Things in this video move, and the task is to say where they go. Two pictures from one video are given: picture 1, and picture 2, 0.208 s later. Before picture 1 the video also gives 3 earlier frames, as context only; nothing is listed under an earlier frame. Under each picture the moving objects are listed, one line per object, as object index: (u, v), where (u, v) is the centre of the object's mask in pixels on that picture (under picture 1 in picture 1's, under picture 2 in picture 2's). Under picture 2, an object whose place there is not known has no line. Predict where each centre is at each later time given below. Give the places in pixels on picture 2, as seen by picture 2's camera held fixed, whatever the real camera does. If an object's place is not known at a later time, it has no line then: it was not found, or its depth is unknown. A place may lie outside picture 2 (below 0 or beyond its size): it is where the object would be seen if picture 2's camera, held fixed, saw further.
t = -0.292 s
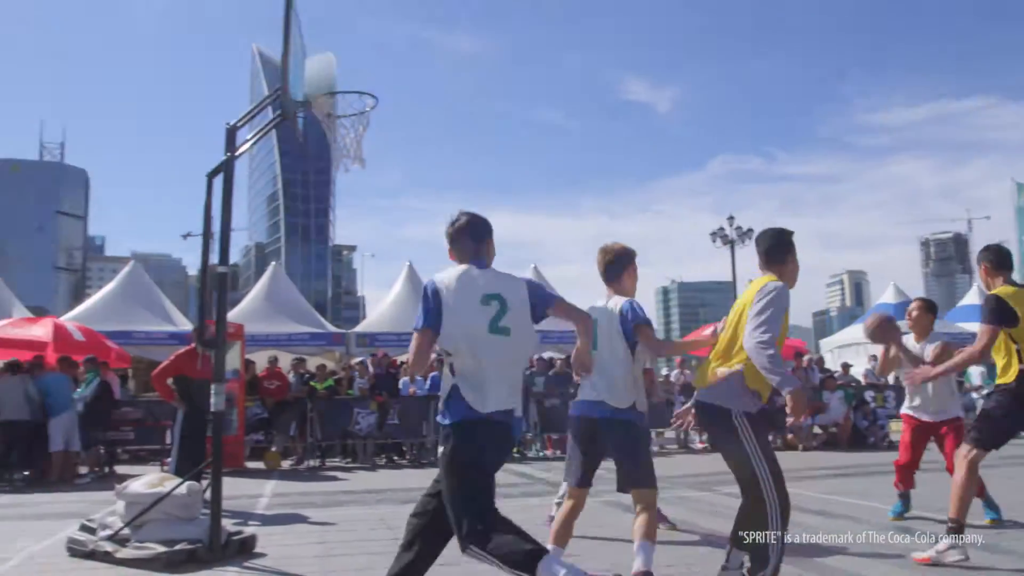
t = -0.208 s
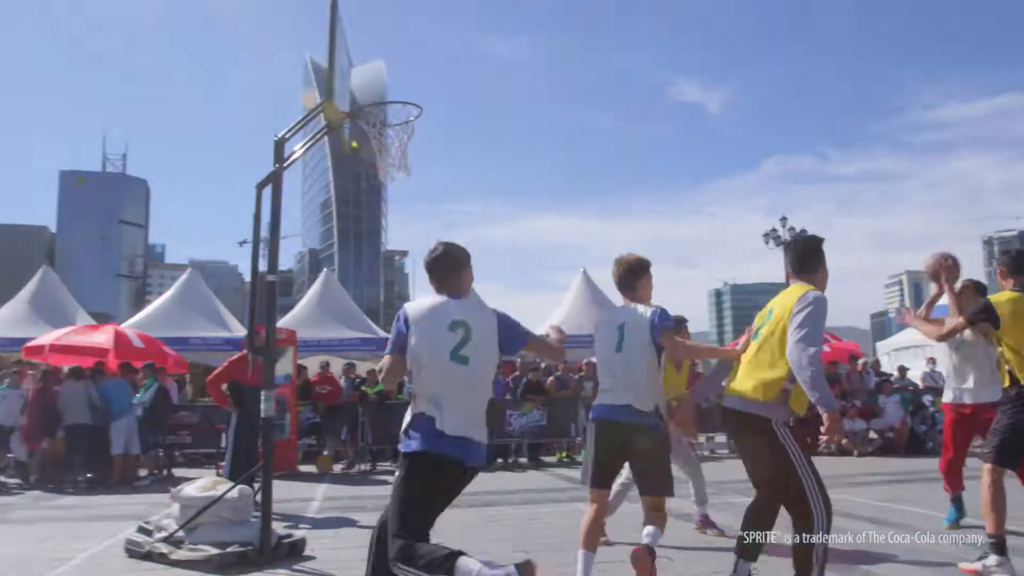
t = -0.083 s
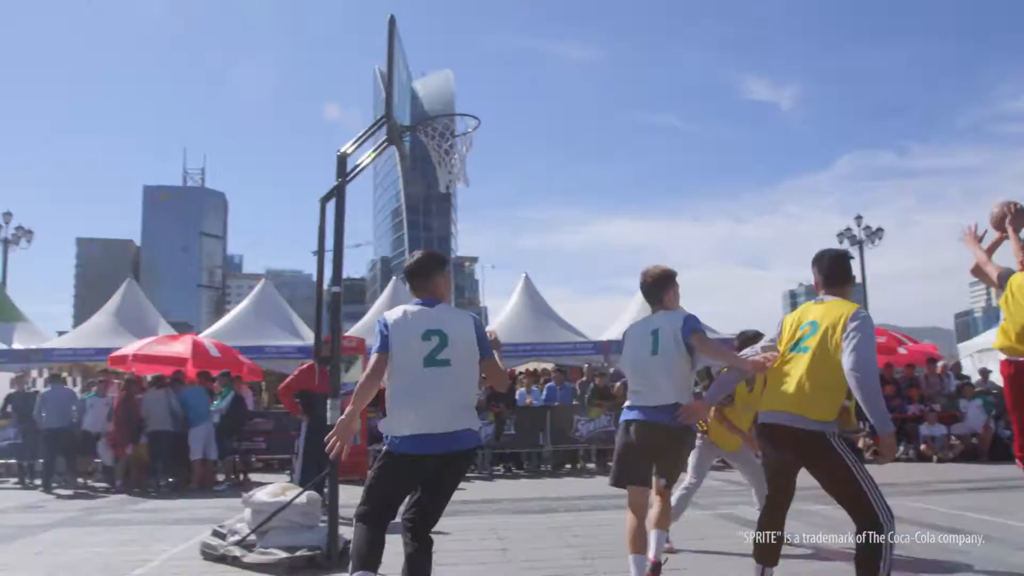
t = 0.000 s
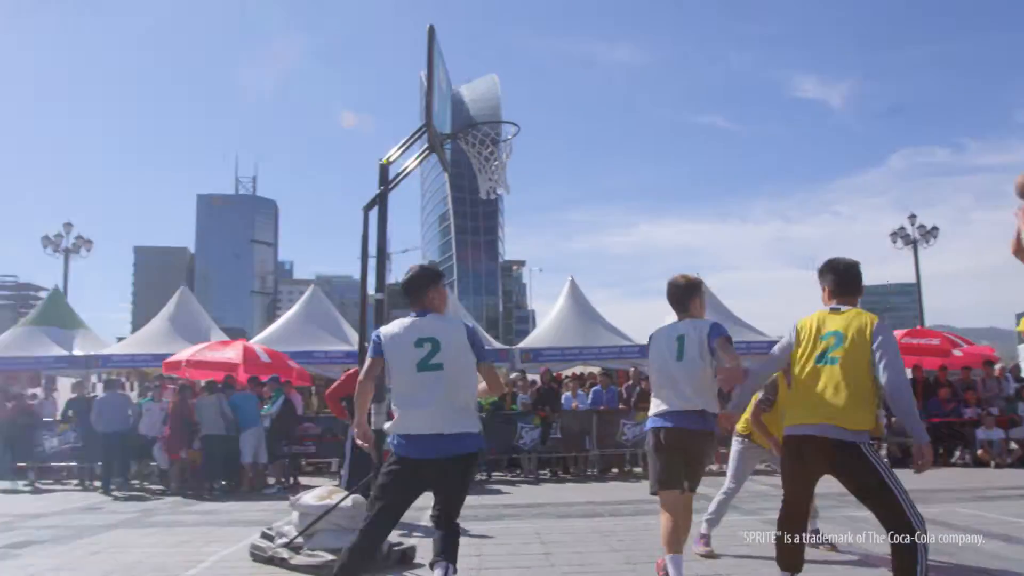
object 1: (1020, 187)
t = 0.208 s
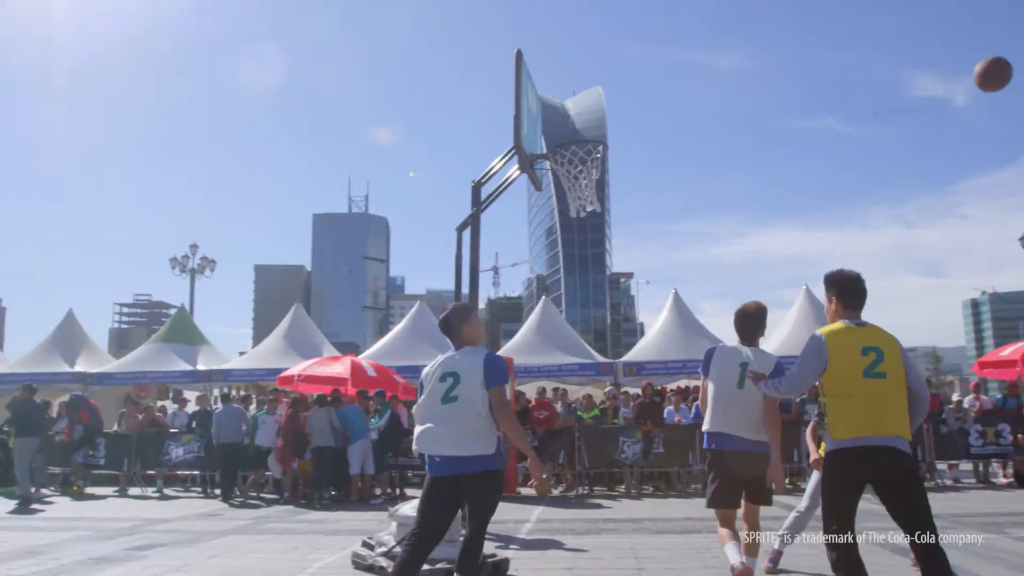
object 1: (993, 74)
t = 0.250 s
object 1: (962, 59)
